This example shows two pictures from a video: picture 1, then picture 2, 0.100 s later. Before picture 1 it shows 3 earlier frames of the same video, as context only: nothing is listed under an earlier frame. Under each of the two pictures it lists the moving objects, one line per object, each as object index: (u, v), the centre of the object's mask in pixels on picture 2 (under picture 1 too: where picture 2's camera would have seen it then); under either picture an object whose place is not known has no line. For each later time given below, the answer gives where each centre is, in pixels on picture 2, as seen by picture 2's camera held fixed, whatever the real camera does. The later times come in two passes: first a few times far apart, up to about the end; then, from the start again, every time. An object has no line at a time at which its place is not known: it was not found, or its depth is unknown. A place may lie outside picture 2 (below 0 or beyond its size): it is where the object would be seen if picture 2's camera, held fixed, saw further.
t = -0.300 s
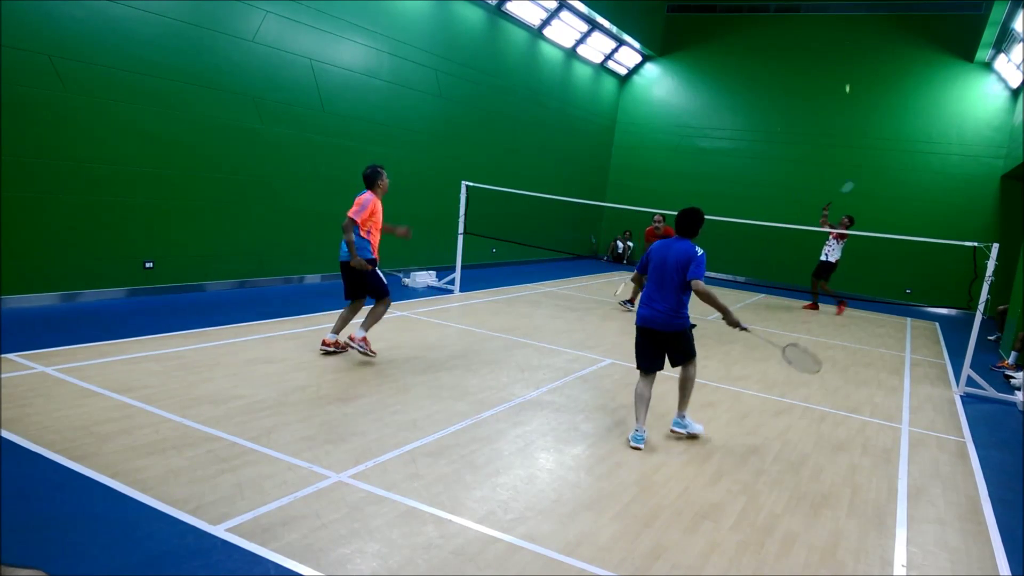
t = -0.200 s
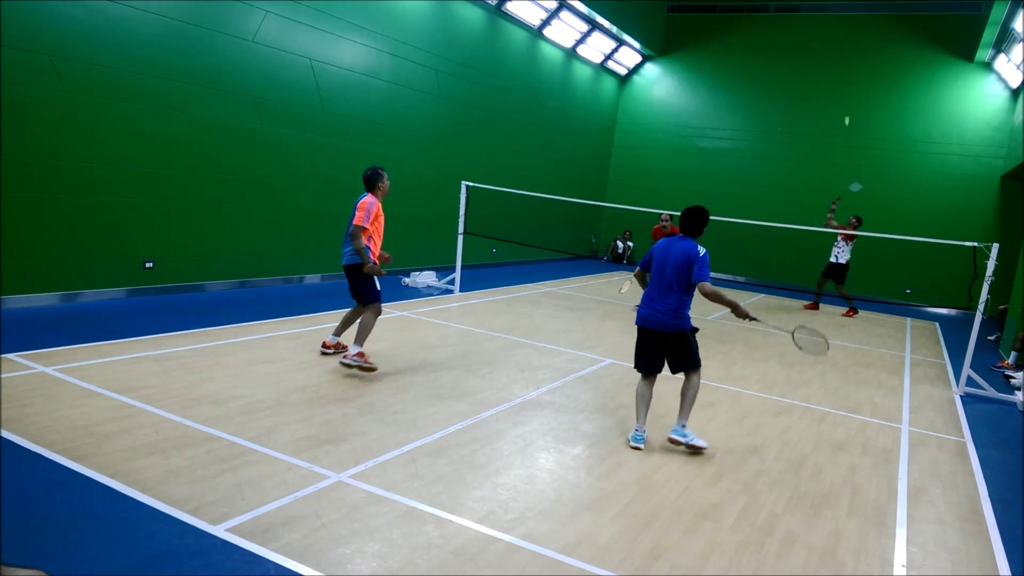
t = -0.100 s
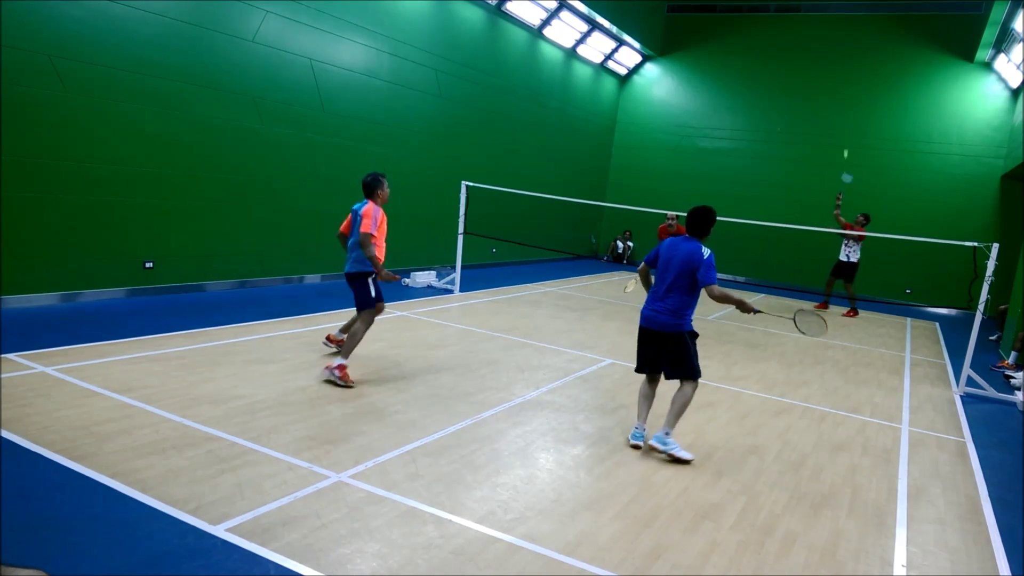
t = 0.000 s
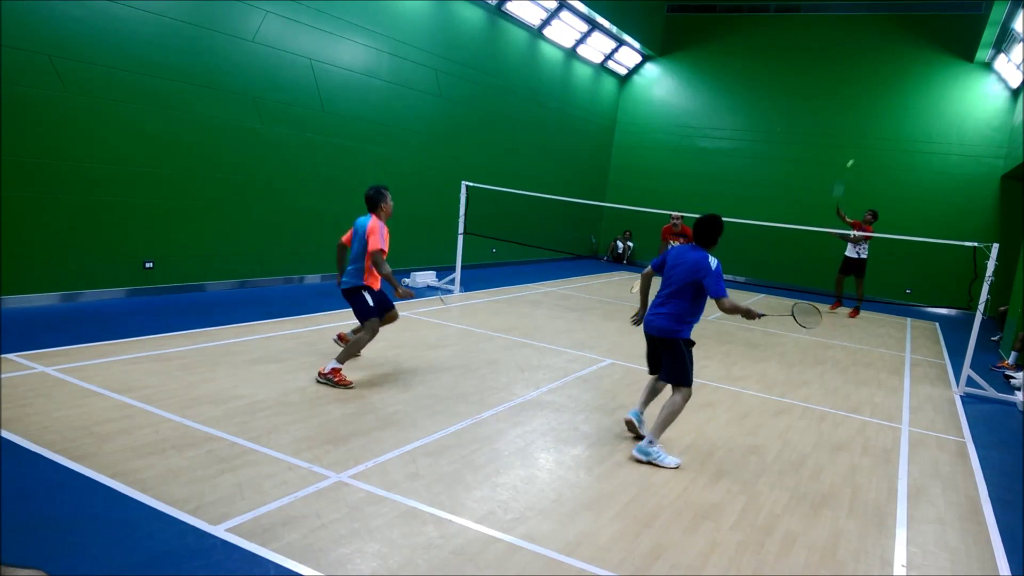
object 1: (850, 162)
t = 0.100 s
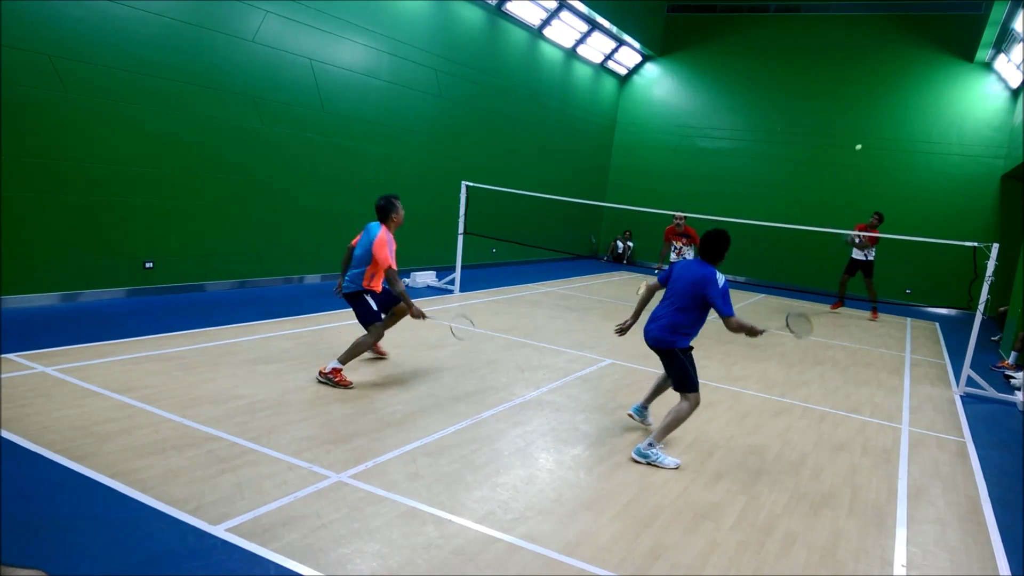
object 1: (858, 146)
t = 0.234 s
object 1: (866, 138)
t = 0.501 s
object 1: (871, 164)
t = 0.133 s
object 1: (861, 143)
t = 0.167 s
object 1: (863, 141)
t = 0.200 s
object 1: (865, 139)
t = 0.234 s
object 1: (866, 138)
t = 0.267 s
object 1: (867, 138)
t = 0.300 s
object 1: (869, 139)
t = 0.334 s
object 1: (870, 141)
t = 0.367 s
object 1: (871, 144)
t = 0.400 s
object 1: (871, 146)
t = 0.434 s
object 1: (871, 151)
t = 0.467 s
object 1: (871, 157)
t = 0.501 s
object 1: (871, 164)
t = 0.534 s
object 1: (870, 172)
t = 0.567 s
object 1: (869, 181)
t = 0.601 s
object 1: (868, 191)
